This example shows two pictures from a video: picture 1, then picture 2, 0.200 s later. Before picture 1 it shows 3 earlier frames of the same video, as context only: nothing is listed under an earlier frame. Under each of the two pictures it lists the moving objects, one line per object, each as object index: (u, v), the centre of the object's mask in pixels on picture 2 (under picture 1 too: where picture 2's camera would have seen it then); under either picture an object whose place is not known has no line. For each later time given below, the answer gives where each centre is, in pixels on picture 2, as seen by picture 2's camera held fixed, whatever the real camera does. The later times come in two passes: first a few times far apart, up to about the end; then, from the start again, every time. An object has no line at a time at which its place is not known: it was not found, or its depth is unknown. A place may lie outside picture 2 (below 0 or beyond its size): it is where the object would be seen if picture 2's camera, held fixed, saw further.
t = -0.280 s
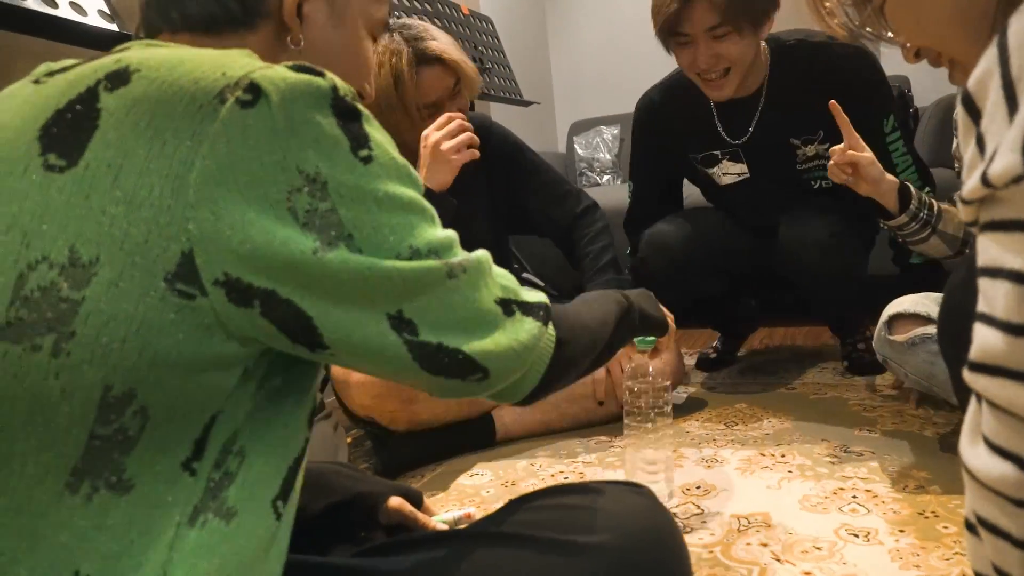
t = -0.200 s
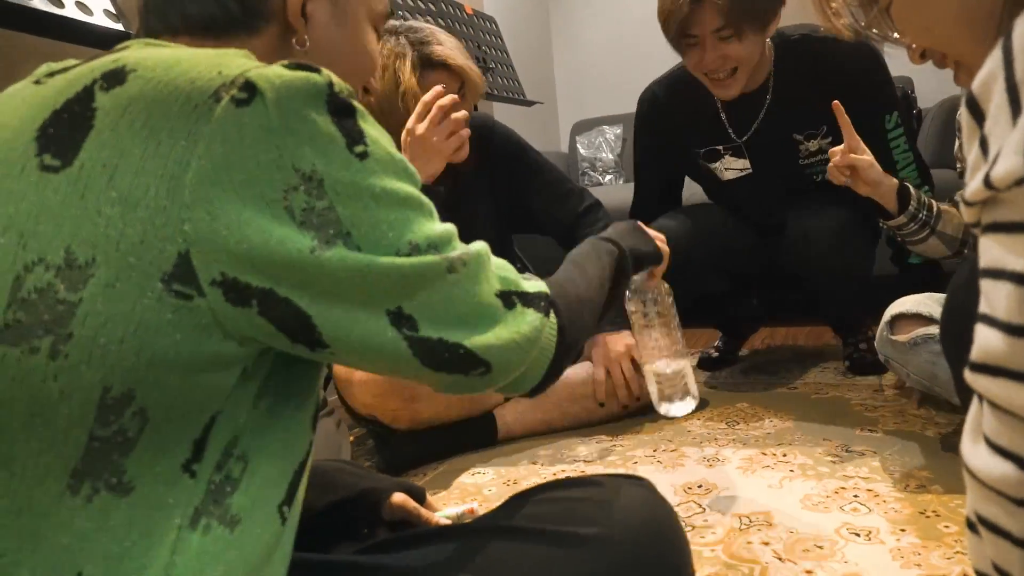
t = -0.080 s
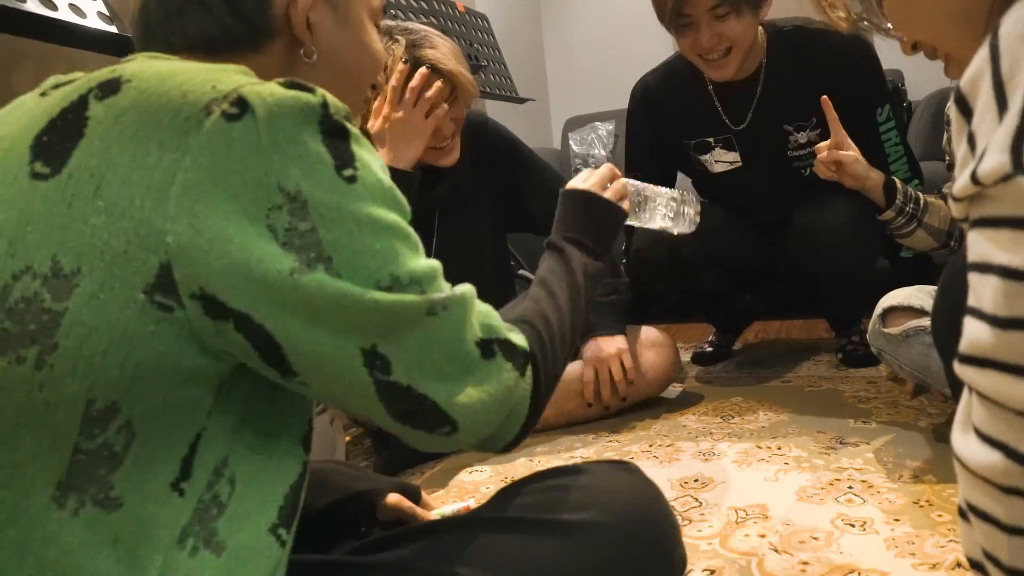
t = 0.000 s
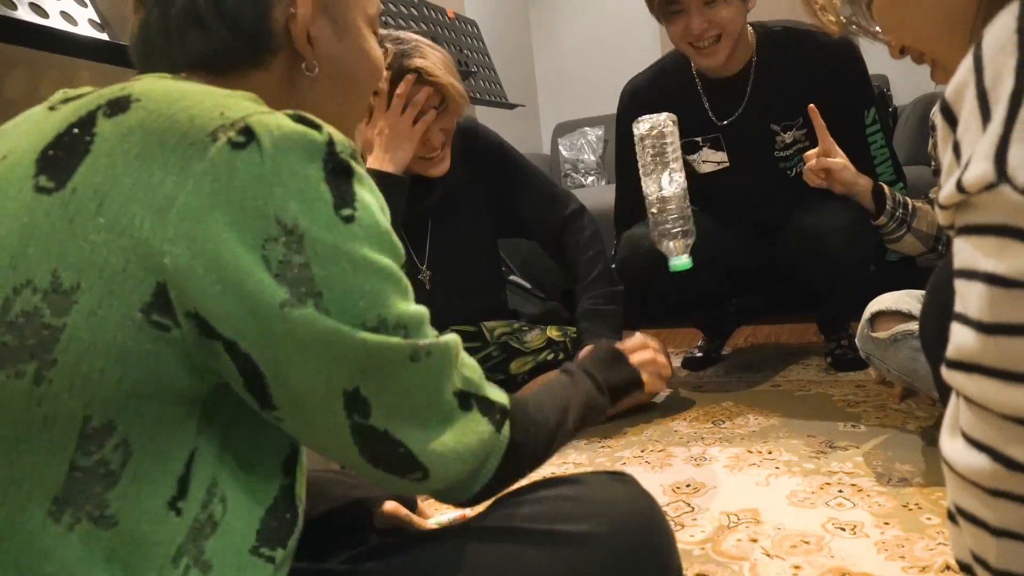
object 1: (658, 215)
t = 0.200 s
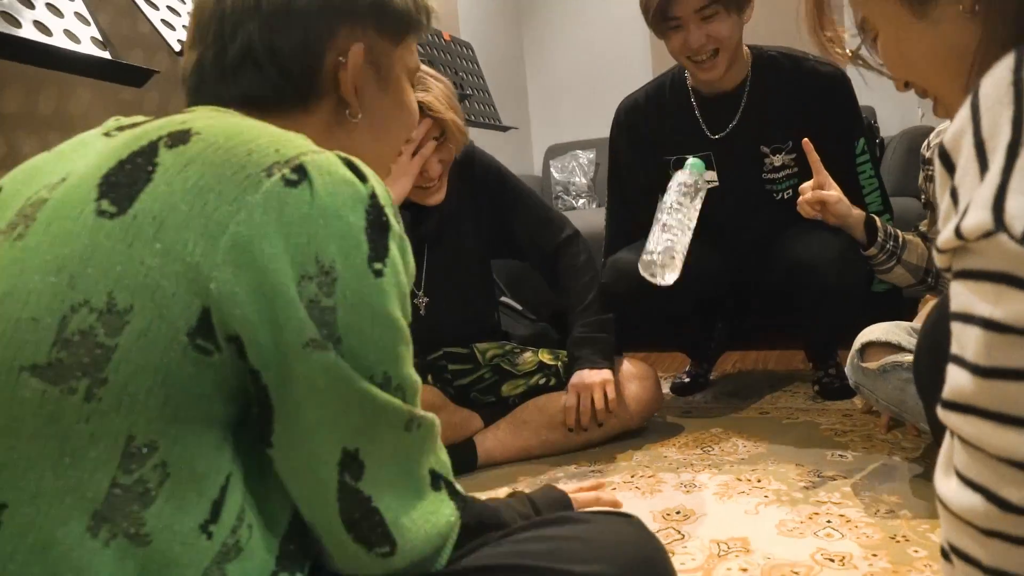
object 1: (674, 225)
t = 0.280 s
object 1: (686, 310)
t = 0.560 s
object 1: (665, 485)
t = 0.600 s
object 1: (660, 488)
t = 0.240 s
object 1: (680, 263)
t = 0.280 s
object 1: (686, 310)
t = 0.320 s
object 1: (691, 369)
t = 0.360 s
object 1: (694, 423)
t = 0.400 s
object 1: (687, 429)
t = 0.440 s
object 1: (681, 438)
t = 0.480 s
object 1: (674, 456)
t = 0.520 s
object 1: (668, 483)
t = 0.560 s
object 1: (665, 485)
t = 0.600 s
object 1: (660, 488)
